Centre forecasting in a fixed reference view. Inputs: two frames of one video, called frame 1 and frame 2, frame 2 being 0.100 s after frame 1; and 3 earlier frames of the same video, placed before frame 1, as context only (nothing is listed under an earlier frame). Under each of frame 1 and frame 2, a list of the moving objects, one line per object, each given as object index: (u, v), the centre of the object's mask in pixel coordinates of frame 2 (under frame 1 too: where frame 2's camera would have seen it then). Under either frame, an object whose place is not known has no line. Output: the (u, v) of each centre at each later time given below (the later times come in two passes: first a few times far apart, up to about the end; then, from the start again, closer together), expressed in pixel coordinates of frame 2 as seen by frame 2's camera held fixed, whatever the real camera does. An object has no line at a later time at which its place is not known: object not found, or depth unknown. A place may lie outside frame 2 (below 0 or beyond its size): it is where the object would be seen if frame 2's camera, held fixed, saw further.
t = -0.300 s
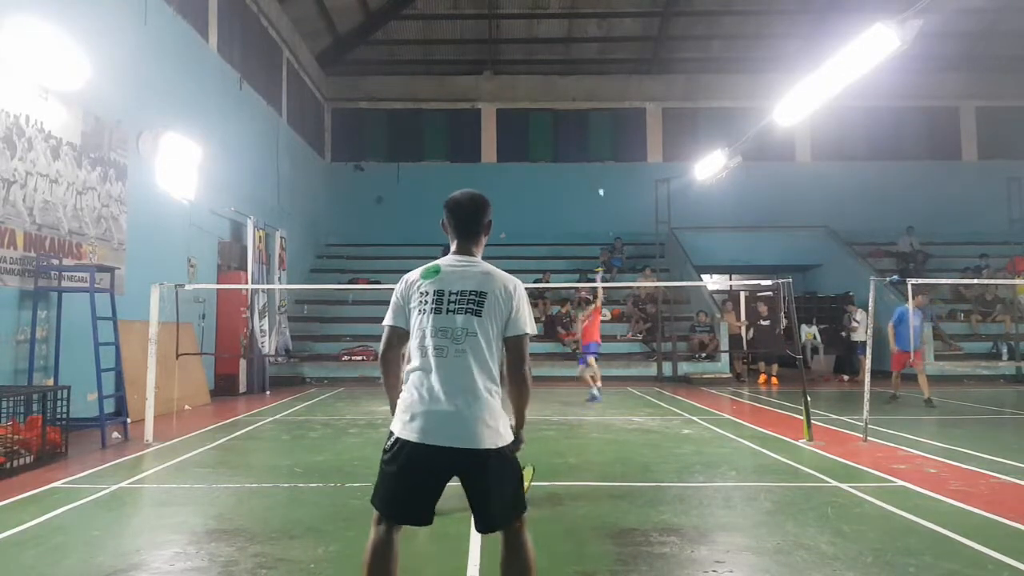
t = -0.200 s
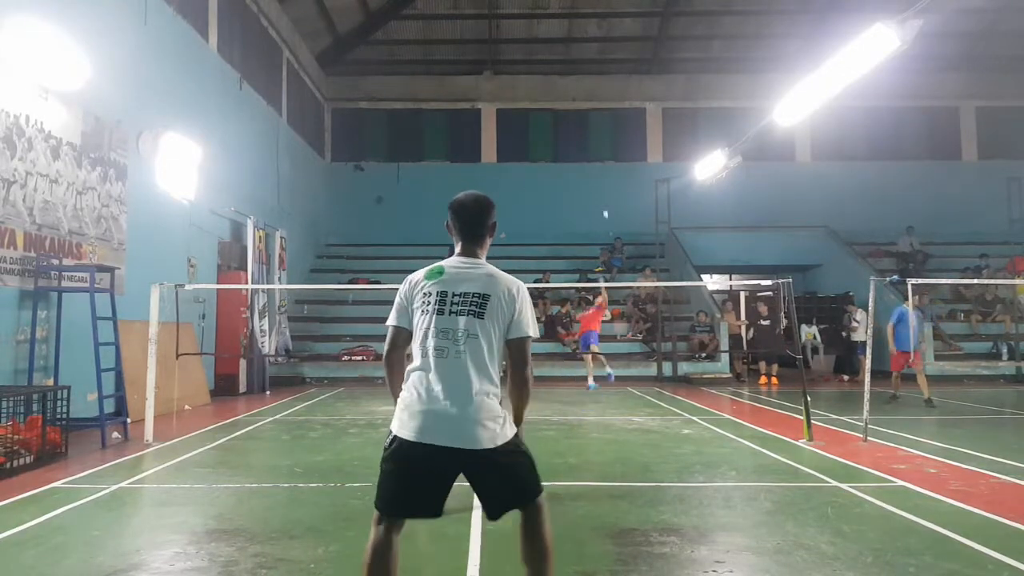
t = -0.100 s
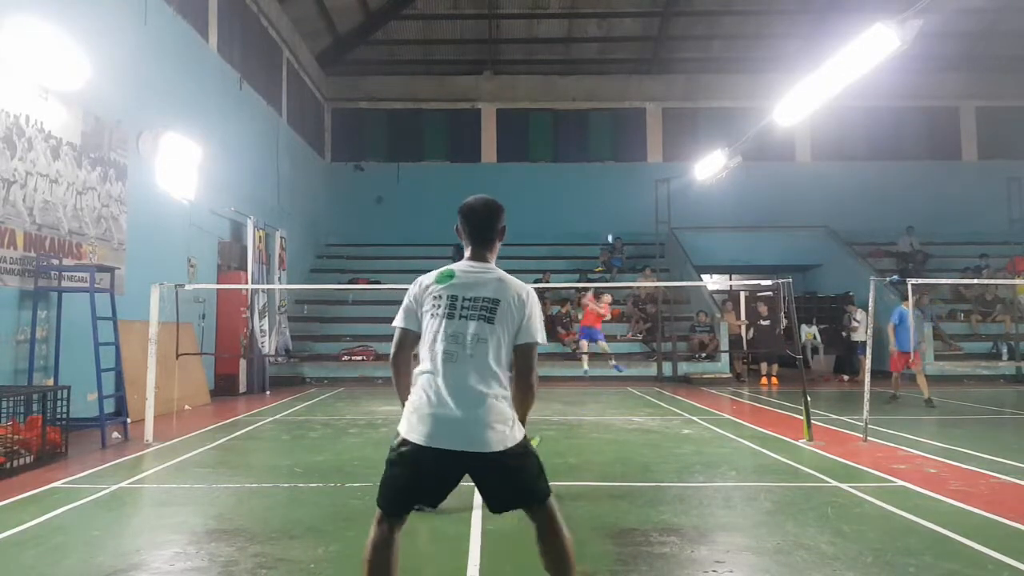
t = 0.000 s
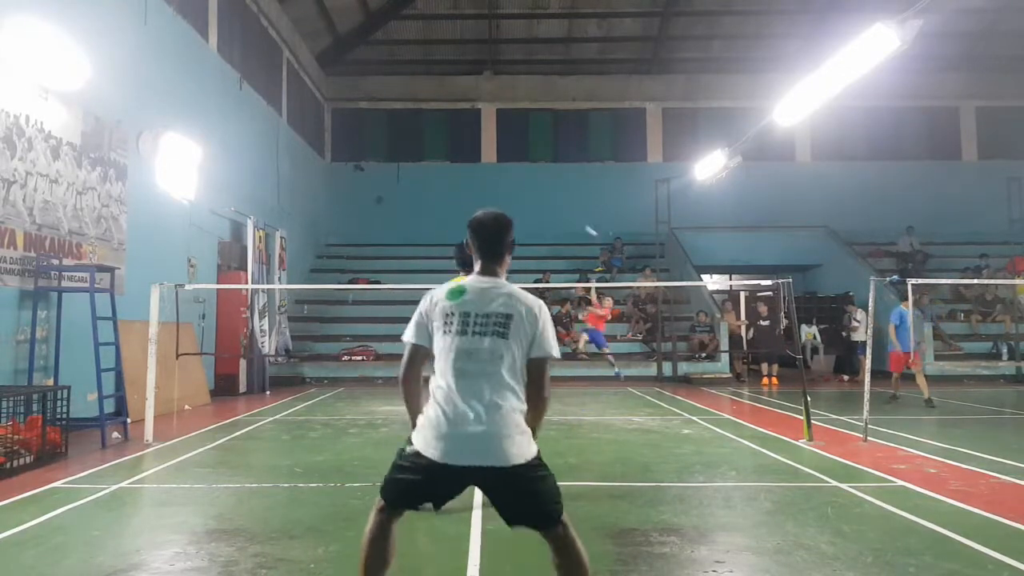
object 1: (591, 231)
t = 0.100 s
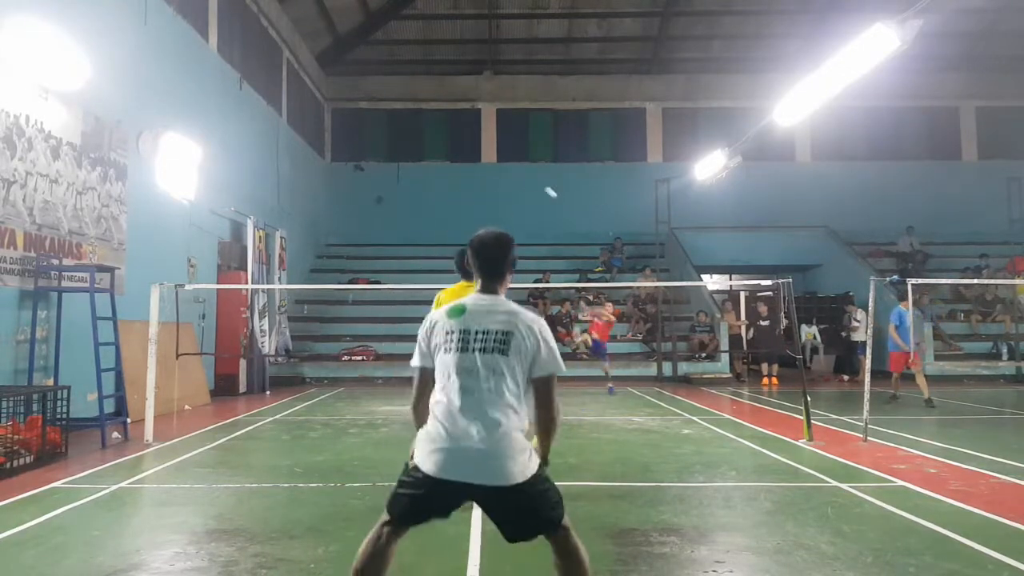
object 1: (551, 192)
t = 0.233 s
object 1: (499, 156)
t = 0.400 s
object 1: (430, 135)
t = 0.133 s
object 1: (538, 182)
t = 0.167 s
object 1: (525, 172)
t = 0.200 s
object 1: (512, 163)
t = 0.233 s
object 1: (499, 156)
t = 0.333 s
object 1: (459, 140)
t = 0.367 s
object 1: (445, 137)
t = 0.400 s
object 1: (430, 135)
